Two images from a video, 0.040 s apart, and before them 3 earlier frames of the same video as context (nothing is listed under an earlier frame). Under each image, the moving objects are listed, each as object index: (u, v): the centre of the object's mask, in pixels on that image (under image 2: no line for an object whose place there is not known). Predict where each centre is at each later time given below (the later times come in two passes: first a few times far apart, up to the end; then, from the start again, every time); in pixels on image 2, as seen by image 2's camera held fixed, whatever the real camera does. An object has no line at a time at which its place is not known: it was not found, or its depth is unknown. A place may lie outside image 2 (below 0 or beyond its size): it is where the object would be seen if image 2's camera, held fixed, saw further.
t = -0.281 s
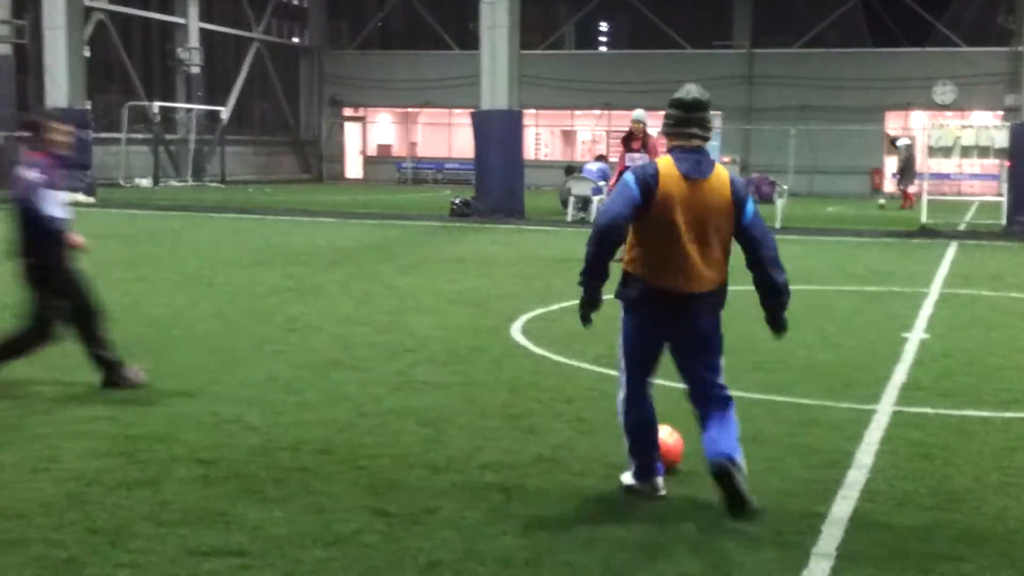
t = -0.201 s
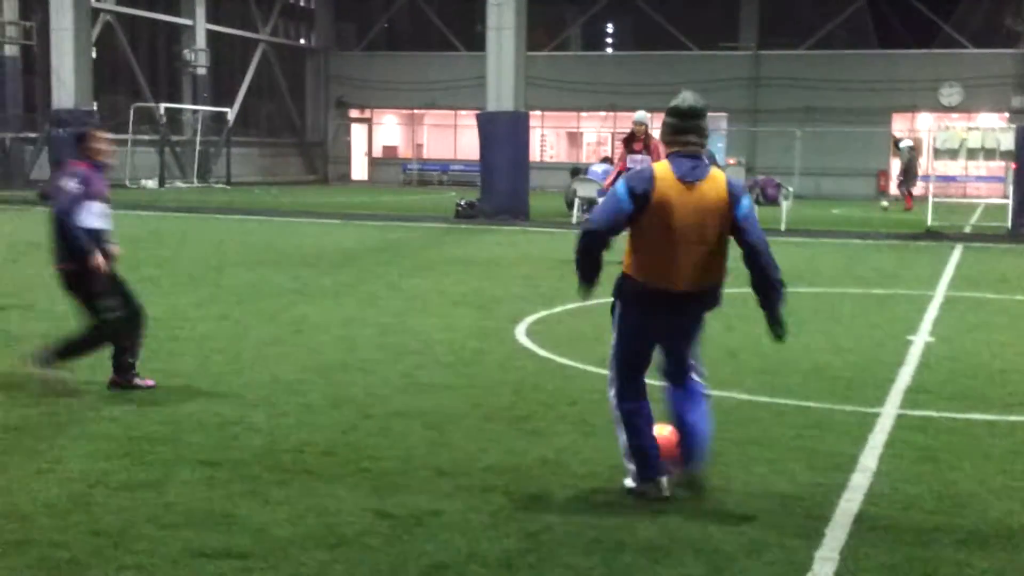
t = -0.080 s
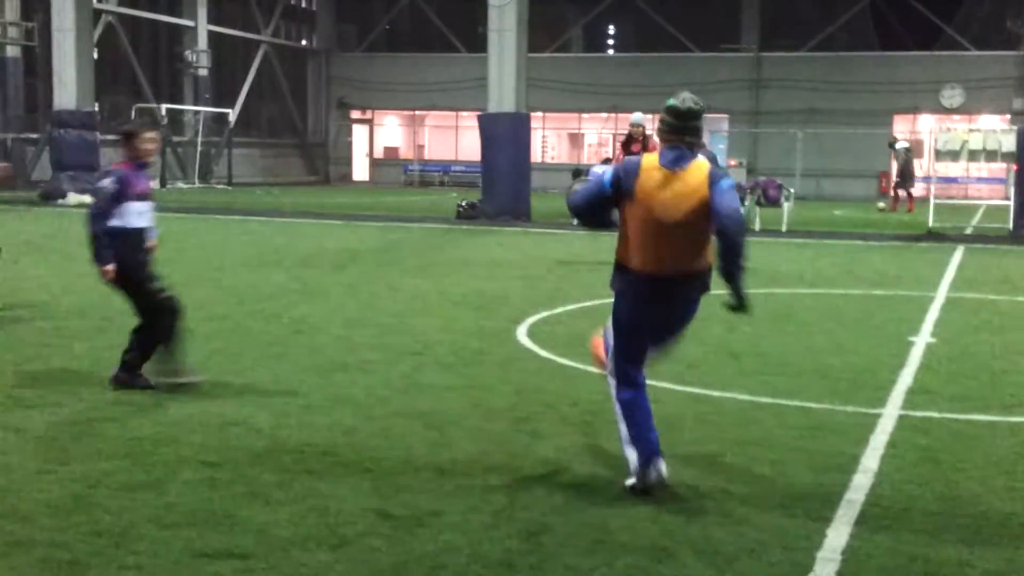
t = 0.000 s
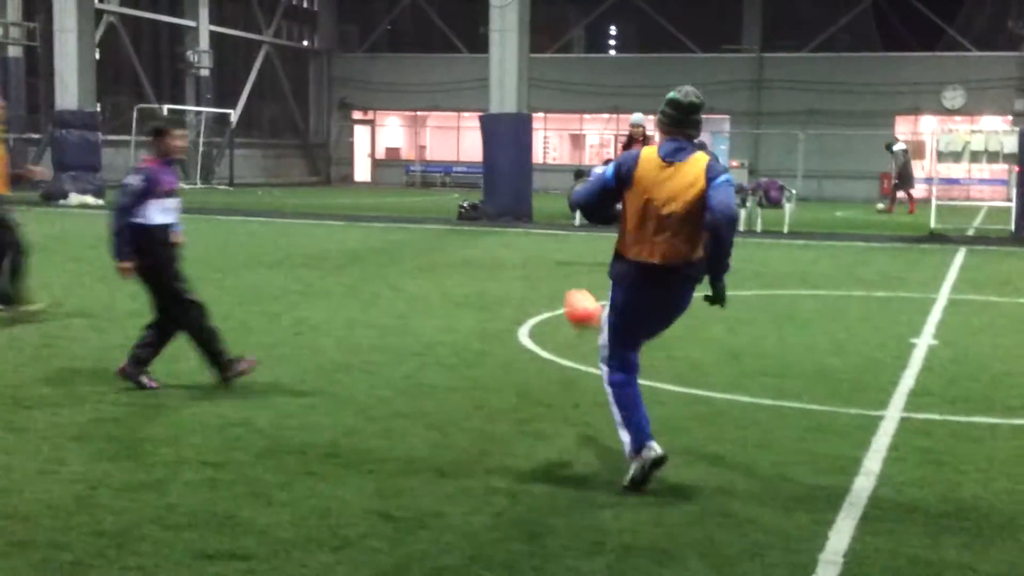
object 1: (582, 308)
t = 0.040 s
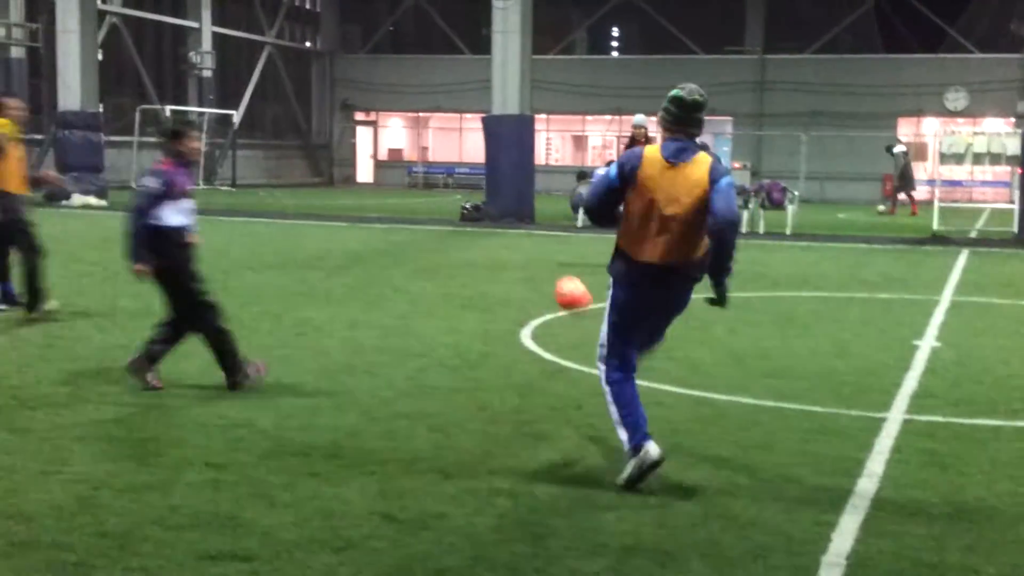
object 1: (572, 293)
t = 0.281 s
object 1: (518, 257)
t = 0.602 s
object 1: (485, 255)
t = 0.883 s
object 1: (475, 246)
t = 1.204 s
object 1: (471, 241)
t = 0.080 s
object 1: (561, 281)
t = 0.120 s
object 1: (550, 271)
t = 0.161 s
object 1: (541, 265)
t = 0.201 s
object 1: (532, 260)
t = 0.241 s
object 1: (525, 257)
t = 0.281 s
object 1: (518, 257)
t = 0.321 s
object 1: (511, 257)
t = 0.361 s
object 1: (506, 260)
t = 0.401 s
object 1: (500, 264)
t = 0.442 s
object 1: (496, 269)
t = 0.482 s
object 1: (492, 275)
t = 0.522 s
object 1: (488, 273)
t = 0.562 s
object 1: (487, 263)
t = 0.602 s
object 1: (485, 255)
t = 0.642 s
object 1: (483, 249)
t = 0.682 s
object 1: (482, 245)
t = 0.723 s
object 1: (480, 243)
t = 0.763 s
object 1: (478, 242)
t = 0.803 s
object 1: (477, 242)
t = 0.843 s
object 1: (476, 243)
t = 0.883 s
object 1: (475, 246)
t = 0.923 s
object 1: (474, 250)
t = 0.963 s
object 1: (473, 248)
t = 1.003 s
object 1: (473, 244)
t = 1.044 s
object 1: (472, 240)
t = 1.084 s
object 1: (472, 239)
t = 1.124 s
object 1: (471, 239)
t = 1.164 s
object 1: (471, 240)
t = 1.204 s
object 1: (471, 241)
